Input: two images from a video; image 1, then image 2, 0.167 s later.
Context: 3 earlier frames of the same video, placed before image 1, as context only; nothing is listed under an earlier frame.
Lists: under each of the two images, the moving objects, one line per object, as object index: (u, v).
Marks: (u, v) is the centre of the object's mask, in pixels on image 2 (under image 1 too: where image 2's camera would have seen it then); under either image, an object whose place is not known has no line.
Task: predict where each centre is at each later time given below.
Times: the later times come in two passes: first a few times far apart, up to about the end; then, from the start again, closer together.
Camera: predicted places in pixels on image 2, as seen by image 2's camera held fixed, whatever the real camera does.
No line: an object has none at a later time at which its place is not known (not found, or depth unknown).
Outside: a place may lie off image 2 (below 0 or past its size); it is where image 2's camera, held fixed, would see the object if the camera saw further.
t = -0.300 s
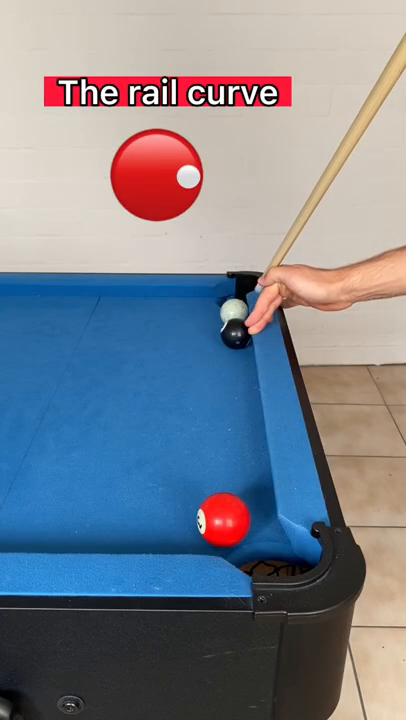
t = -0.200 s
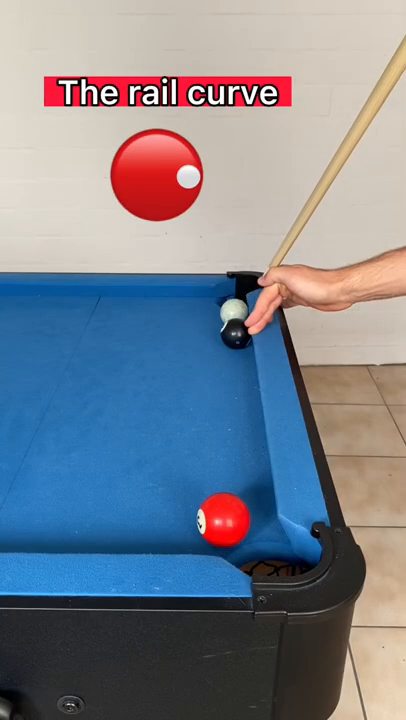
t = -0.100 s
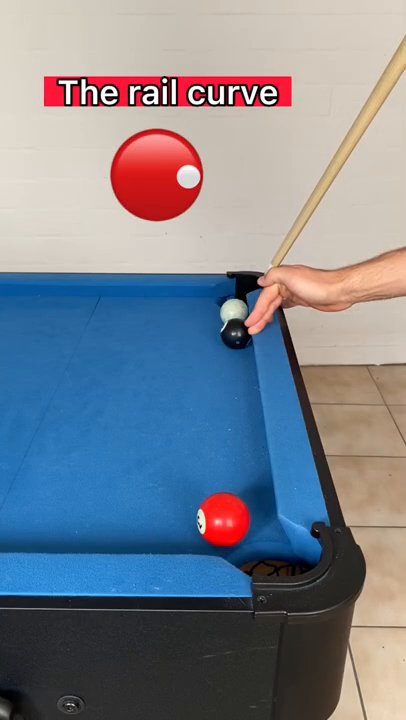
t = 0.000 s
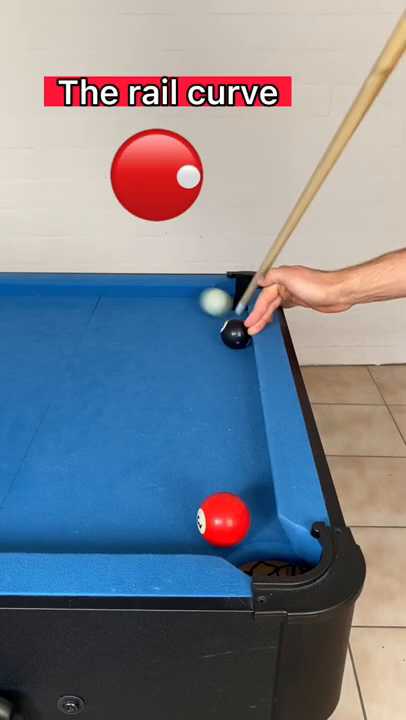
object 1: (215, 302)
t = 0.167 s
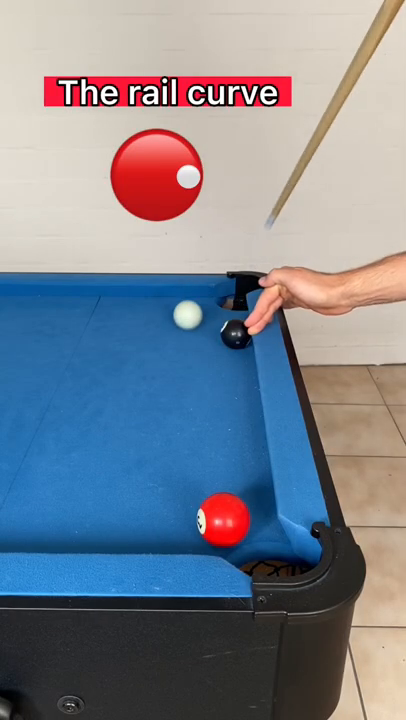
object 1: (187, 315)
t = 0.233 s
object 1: (193, 327)
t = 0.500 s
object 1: (233, 385)
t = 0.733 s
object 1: (229, 448)
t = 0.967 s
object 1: (203, 493)
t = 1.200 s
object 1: (172, 509)
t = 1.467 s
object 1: (143, 523)
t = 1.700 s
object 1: (124, 530)
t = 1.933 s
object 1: (112, 532)
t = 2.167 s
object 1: (109, 533)
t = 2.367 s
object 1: (110, 533)
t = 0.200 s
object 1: (189, 321)
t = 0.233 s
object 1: (193, 327)
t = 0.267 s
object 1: (198, 333)
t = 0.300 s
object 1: (202, 340)
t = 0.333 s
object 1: (207, 346)
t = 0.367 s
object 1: (212, 353)
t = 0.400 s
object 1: (217, 361)
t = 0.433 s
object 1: (222, 368)
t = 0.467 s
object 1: (227, 377)
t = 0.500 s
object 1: (233, 385)
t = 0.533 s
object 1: (239, 393)
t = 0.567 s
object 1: (240, 402)
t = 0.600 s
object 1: (238, 410)
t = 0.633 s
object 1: (236, 419)
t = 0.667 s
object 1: (234, 428)
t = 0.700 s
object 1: (232, 438)
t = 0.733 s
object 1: (229, 448)
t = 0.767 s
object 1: (227, 458)
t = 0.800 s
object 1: (224, 468)
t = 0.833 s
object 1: (221, 476)
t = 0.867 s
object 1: (216, 483)
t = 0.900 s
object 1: (212, 488)
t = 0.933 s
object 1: (207, 491)
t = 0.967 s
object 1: (203, 493)
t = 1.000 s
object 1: (198, 496)
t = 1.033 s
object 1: (194, 498)
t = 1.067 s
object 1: (189, 500)
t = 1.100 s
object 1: (185, 503)
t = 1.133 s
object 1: (180, 505)
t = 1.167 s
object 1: (176, 507)
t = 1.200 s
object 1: (172, 509)
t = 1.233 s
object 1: (168, 511)
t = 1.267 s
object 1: (164, 513)
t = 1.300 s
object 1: (160, 515)
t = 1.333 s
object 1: (157, 517)
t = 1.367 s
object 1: (153, 518)
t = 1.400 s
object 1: (150, 520)
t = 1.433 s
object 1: (146, 522)
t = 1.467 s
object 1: (143, 523)
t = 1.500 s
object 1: (140, 524)
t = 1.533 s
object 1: (137, 525)
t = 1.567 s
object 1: (134, 526)
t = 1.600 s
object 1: (132, 527)
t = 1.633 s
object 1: (129, 528)
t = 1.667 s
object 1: (127, 529)
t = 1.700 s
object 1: (124, 530)
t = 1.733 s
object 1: (122, 530)
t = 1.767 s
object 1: (120, 531)
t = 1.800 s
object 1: (118, 531)
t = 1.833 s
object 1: (117, 532)
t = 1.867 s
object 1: (115, 532)
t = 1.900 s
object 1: (114, 532)
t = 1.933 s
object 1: (112, 532)
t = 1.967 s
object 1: (111, 533)
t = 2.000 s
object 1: (110, 533)
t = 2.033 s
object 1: (109, 533)
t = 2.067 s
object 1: (109, 533)
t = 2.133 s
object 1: (109, 533)
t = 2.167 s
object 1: (109, 533)
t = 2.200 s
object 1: (109, 533)
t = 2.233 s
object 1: (109, 533)
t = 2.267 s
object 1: (109, 533)
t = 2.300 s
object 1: (110, 533)
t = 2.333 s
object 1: (110, 533)
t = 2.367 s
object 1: (110, 533)
